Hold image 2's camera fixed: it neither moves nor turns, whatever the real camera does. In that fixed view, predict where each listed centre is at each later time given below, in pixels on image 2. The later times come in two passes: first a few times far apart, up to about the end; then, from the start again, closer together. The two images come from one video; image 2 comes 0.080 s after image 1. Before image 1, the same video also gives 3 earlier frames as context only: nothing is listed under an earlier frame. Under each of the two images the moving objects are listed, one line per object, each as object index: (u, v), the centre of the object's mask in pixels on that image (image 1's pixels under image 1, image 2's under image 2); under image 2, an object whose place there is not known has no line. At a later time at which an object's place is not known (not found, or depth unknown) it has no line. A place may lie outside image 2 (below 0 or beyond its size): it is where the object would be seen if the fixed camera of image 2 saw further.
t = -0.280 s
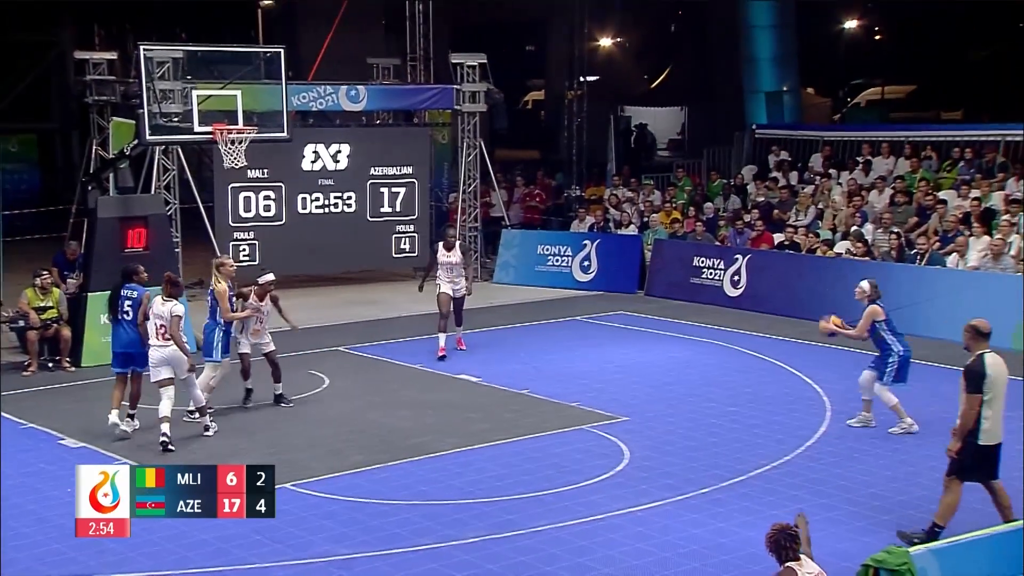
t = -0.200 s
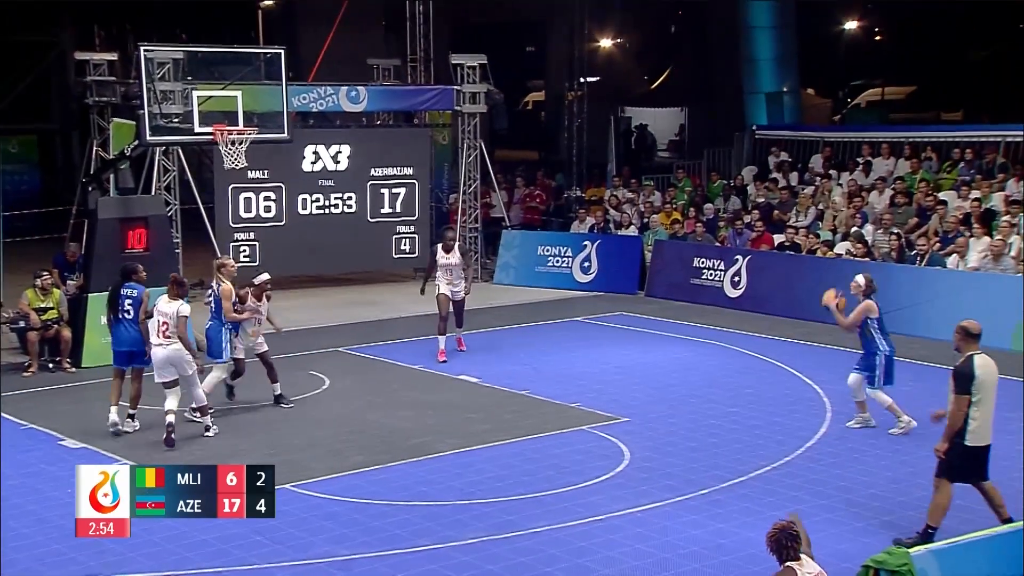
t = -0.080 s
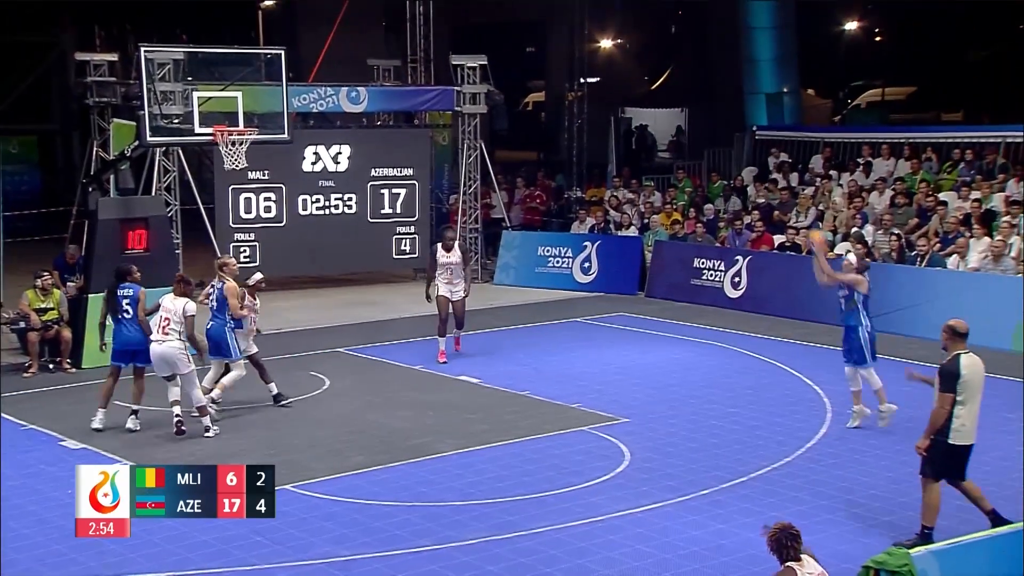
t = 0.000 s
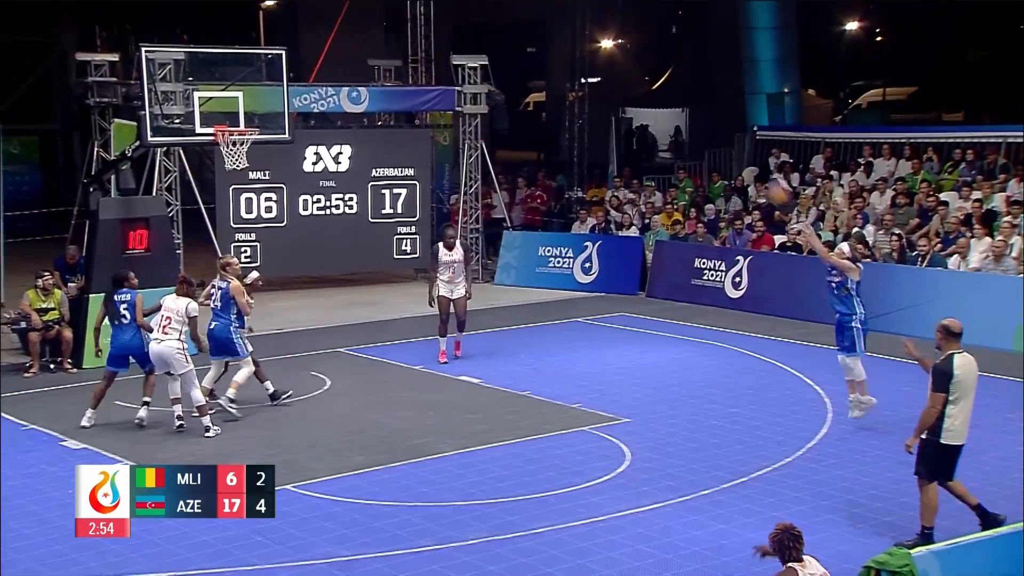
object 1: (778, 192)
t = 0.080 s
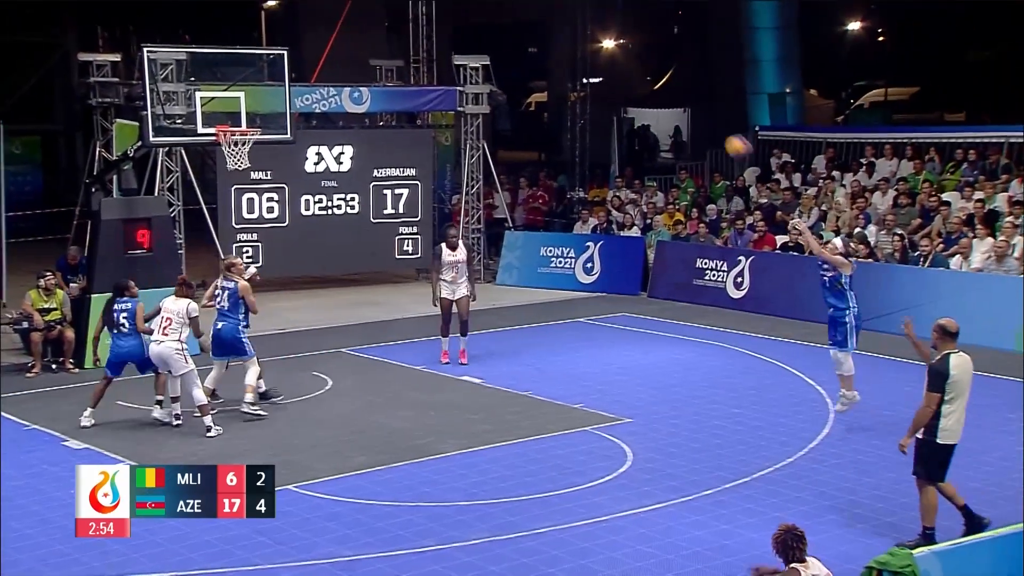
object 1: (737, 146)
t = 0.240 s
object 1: (656, 77)
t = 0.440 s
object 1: (557, 24)
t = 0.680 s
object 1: (445, 10)
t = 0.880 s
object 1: (355, 38)
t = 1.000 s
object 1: (302, 70)
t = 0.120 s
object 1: (717, 126)
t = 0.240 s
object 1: (656, 77)
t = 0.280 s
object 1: (636, 63)
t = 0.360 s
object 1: (594, 39)
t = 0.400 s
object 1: (577, 31)
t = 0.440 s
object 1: (557, 24)
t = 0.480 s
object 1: (538, 18)
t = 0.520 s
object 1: (519, 13)
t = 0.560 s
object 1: (500, 10)
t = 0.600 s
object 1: (481, 9)
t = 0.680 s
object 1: (445, 10)
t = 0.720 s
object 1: (426, 13)
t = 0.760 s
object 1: (408, 17)
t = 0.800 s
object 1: (390, 23)
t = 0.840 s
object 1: (373, 29)
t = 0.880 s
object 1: (355, 38)
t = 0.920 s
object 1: (338, 48)
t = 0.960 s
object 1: (320, 59)
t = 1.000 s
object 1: (302, 70)
